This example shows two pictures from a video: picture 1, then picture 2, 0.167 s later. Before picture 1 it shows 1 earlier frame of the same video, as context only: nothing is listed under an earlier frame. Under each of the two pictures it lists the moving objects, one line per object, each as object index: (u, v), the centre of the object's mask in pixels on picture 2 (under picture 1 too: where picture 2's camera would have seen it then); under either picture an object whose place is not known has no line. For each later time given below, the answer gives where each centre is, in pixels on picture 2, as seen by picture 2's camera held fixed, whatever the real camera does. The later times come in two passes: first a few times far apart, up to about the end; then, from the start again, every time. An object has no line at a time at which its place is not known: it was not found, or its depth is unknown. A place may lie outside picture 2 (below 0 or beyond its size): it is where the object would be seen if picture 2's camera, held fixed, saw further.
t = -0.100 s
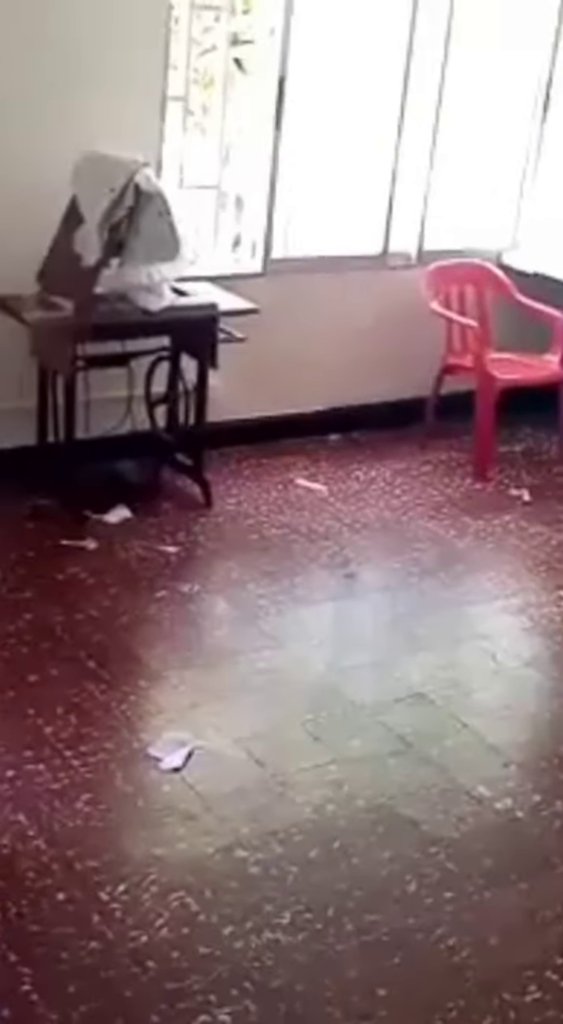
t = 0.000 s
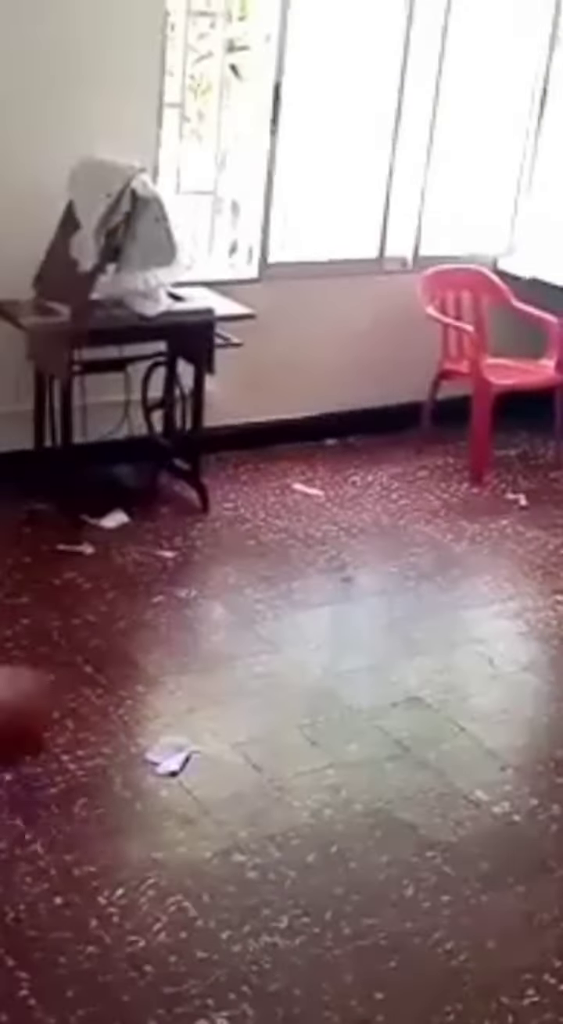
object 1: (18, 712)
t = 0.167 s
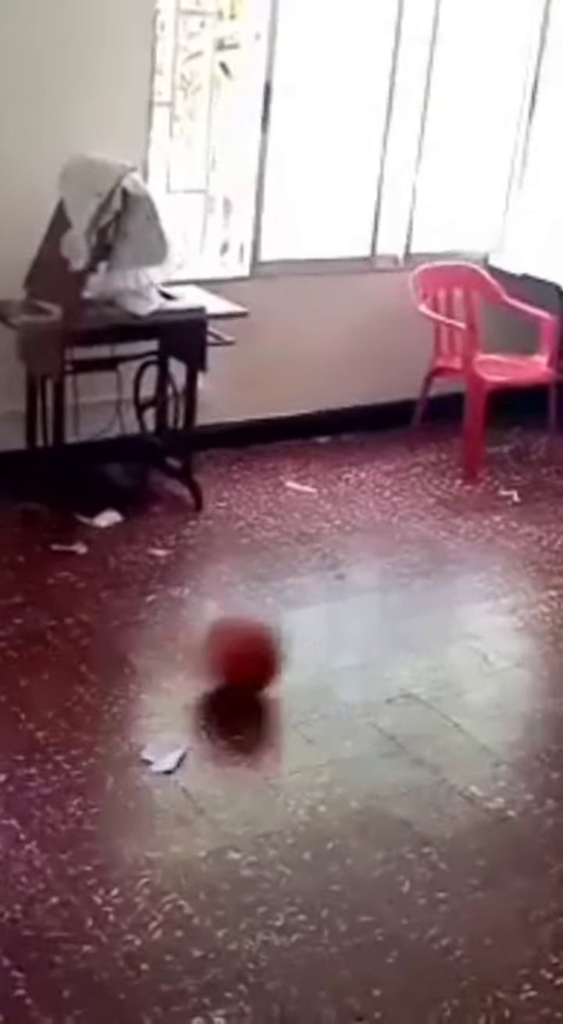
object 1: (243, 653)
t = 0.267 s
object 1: (336, 620)
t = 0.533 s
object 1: (505, 566)
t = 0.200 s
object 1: (274, 640)
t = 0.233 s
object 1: (305, 629)
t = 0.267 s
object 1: (336, 620)
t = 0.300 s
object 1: (363, 613)
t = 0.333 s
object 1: (386, 605)
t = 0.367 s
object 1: (409, 598)
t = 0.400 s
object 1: (429, 592)
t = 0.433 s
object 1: (449, 585)
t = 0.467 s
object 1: (469, 578)
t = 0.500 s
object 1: (488, 573)
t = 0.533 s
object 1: (505, 566)
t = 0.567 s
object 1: (523, 560)
